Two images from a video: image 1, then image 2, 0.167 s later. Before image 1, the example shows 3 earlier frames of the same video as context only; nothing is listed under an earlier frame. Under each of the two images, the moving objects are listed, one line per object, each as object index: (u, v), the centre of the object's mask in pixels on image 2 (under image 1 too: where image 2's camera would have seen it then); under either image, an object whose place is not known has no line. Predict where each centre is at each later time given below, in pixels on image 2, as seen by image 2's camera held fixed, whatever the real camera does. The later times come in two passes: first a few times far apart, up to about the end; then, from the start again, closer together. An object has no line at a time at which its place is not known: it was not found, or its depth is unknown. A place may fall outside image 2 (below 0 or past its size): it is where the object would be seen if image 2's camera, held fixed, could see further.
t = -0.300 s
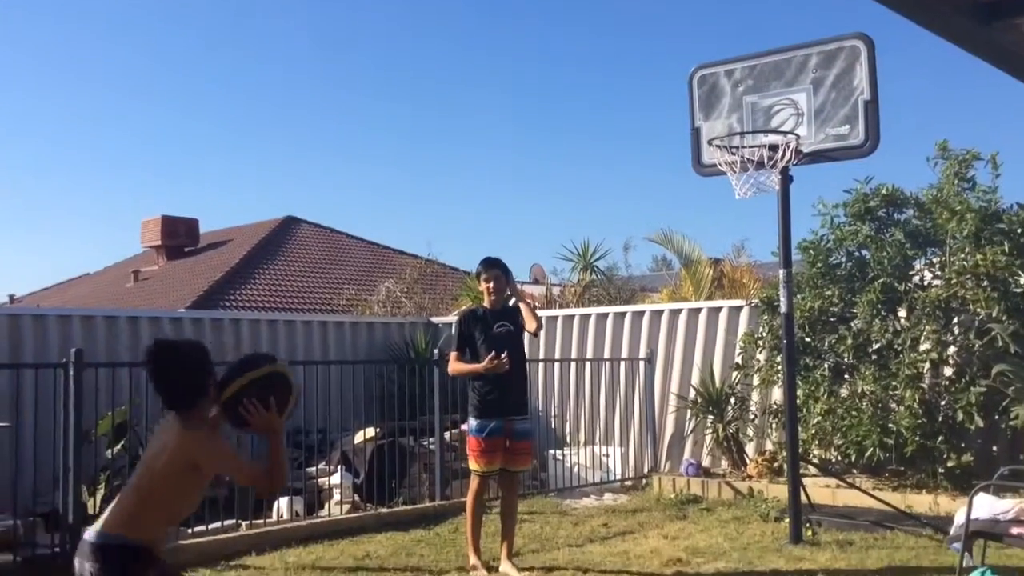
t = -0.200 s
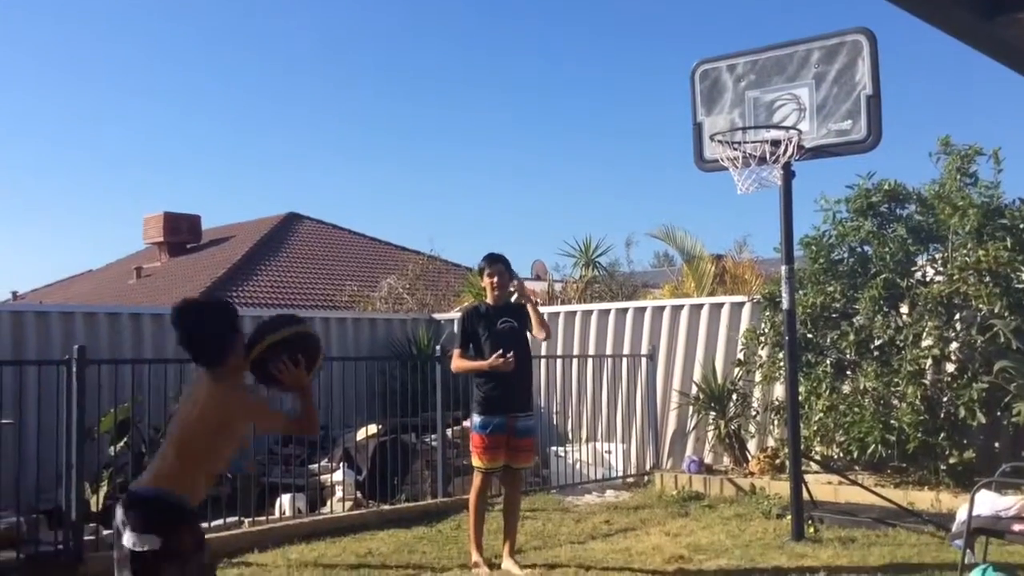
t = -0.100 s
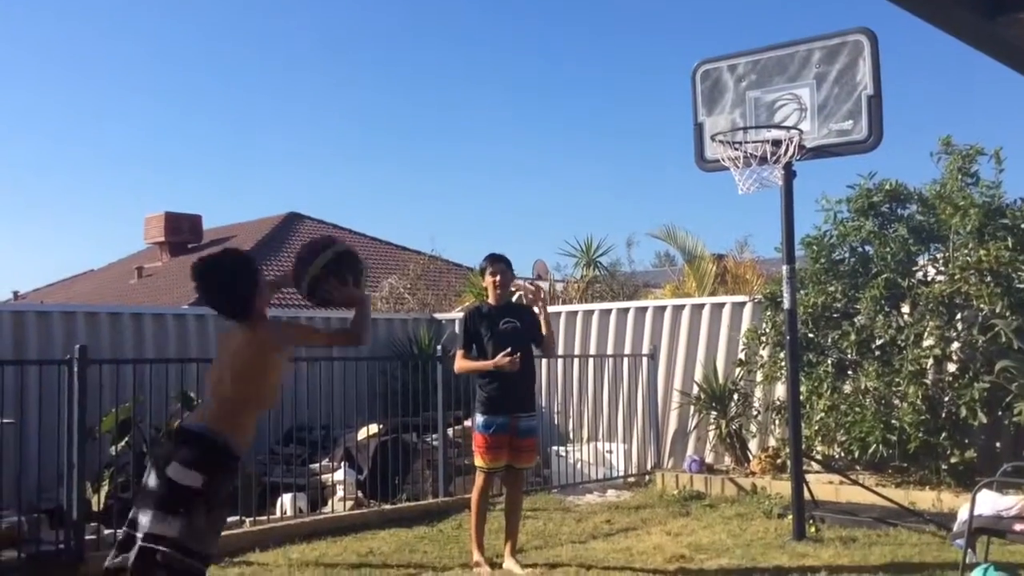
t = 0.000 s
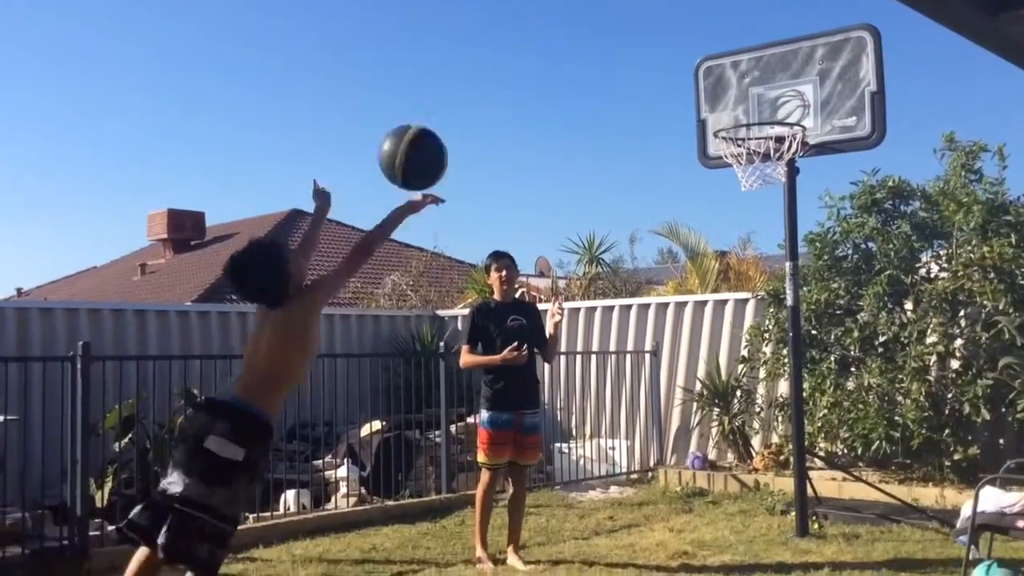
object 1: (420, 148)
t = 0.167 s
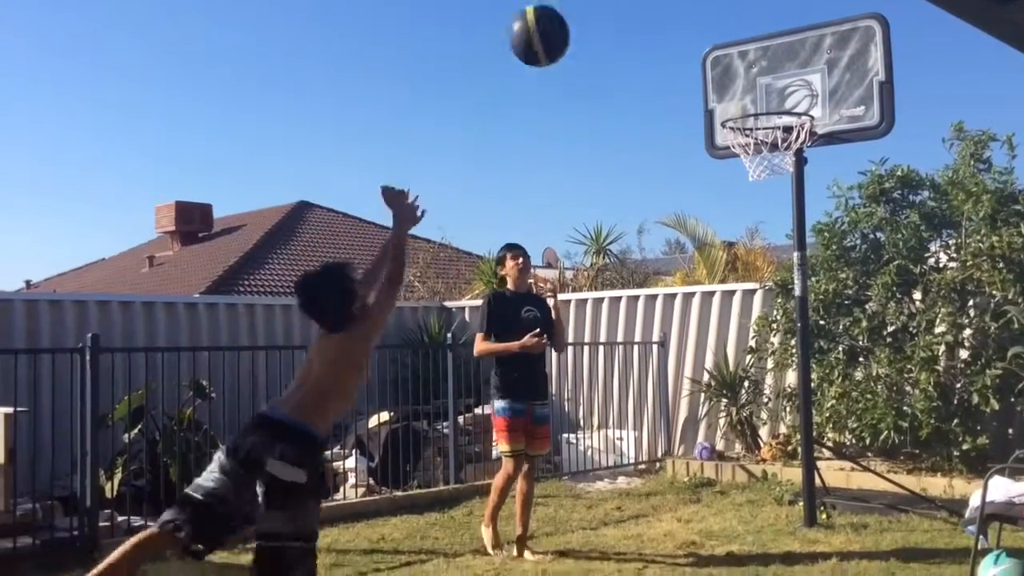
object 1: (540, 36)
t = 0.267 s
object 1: (599, 20)
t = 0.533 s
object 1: (728, 44)
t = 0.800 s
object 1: (802, 67)
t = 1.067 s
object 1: (825, 96)
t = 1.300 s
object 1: (880, 122)
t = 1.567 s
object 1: (954, 290)
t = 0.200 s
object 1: (560, 26)
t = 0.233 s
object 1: (580, 22)
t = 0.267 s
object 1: (599, 20)
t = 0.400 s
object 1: (667, 21)
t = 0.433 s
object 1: (683, 24)
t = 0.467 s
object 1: (699, 27)
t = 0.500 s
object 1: (714, 33)
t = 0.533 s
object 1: (728, 44)
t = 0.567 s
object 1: (742, 57)
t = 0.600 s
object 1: (756, 73)
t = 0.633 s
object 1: (769, 89)
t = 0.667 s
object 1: (775, 82)
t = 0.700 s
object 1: (782, 76)
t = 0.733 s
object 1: (788, 71)
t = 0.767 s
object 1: (796, 68)
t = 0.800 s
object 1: (802, 67)
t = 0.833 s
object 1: (808, 68)
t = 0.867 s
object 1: (814, 71)
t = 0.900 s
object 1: (820, 76)
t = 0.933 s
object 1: (821, 77)
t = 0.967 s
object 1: (822, 79)
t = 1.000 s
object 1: (825, 85)
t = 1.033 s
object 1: (823, 90)
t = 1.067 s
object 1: (825, 96)
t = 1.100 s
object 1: (833, 93)
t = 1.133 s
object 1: (841, 93)
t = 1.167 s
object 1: (848, 95)
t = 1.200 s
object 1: (855, 97)
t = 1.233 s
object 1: (862, 103)
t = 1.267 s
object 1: (872, 110)
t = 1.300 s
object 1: (880, 122)
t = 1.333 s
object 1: (889, 134)
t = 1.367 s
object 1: (898, 149)
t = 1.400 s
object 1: (907, 166)
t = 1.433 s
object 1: (914, 185)
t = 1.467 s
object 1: (924, 209)
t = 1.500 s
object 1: (934, 234)
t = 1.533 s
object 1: (942, 261)
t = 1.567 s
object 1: (954, 290)
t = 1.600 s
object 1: (963, 323)
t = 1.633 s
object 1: (972, 359)
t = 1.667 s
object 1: (985, 397)
